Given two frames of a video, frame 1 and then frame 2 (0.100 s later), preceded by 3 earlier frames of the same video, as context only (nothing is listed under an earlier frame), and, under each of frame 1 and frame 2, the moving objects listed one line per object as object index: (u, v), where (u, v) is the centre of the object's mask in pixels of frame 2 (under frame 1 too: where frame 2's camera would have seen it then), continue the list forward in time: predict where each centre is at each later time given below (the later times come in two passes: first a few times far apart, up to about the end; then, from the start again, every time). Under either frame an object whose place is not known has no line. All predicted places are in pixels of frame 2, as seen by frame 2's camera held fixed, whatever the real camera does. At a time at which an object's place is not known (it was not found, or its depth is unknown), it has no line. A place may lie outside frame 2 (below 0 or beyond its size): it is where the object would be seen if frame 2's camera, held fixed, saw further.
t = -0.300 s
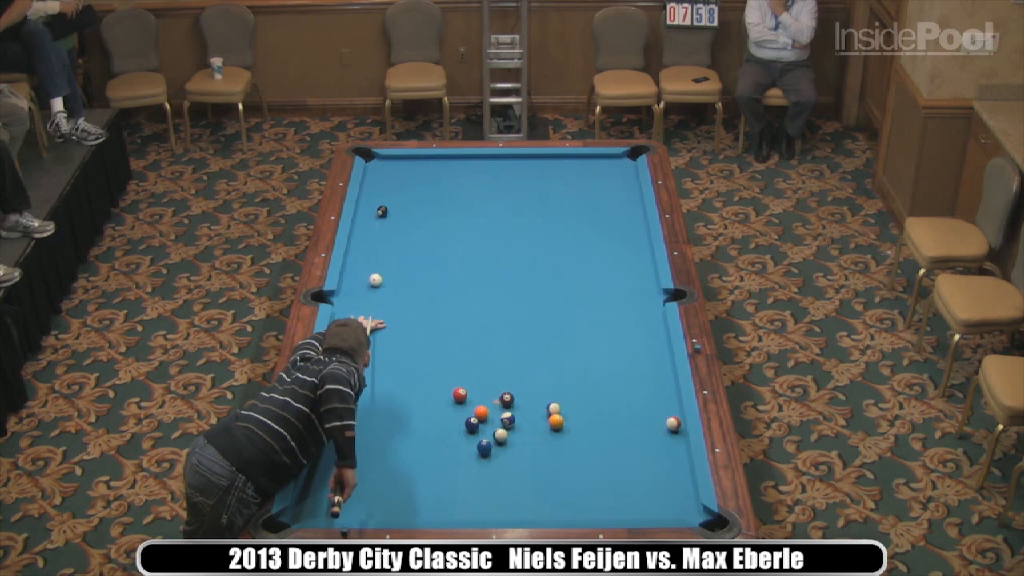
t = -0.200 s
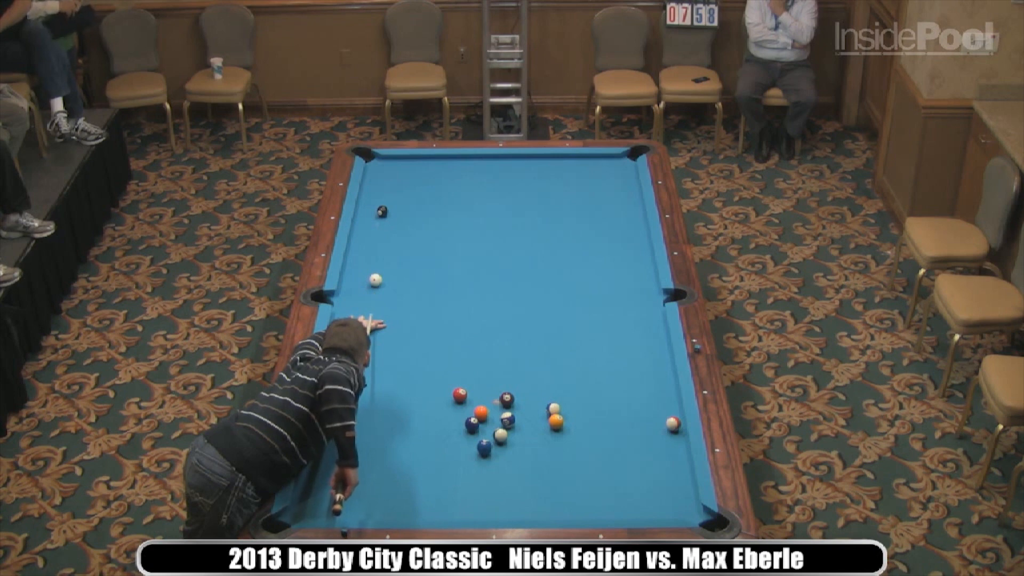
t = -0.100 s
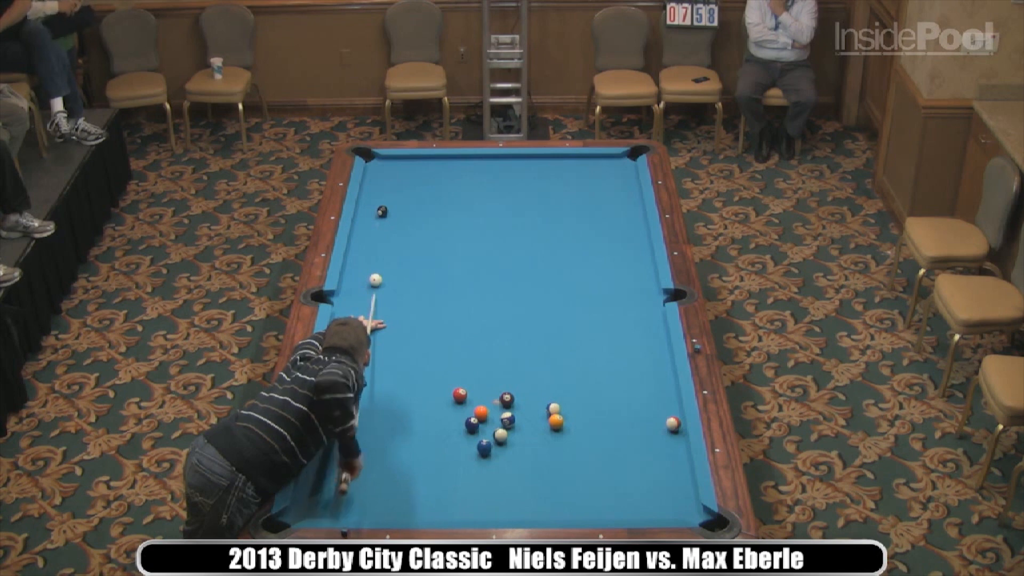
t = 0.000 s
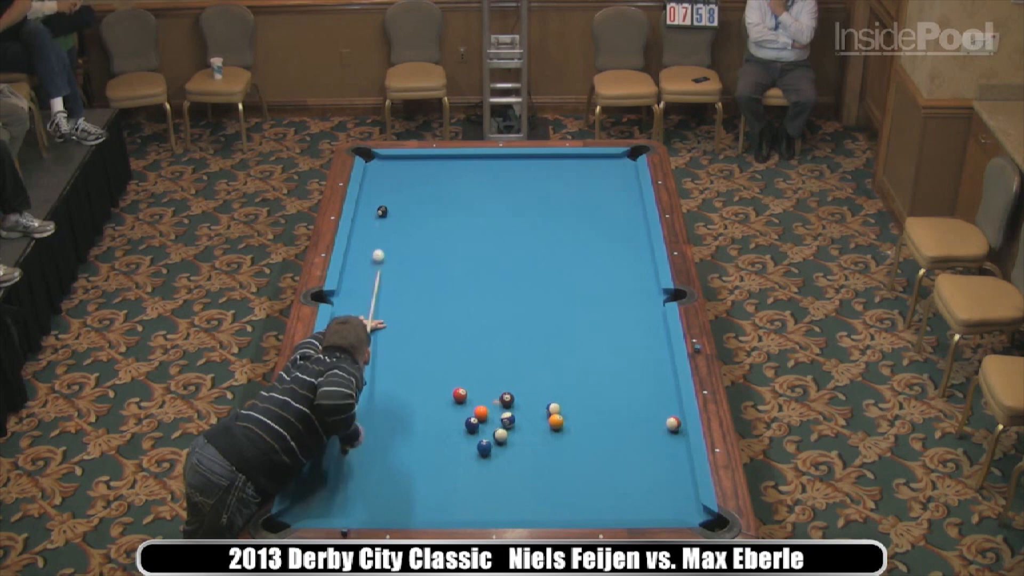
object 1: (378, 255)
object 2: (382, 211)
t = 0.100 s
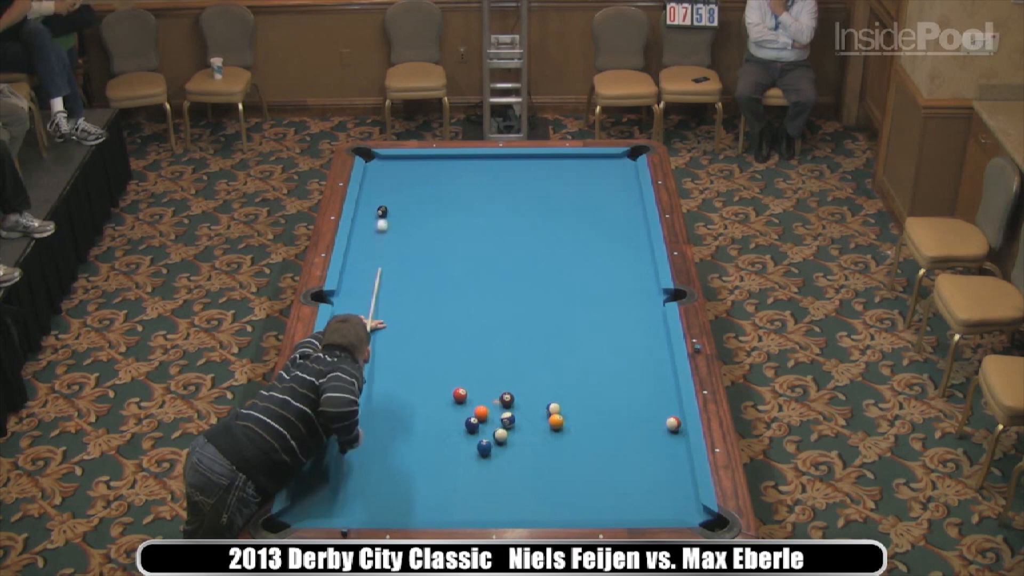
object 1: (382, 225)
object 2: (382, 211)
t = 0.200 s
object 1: (386, 216)
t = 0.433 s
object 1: (395, 222)
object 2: (368, 157)
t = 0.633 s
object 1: (402, 228)
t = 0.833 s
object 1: (408, 234)
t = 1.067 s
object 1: (416, 241)
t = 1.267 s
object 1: (421, 246)
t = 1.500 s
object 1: (428, 252)
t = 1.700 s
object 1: (434, 257)
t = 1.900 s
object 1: (439, 262)
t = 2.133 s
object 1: (445, 267)
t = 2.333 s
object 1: (449, 271)
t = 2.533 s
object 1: (453, 274)
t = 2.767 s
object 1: (458, 278)
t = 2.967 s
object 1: (462, 281)
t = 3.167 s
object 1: (465, 284)
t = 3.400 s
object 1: (468, 287)
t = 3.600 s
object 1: (470, 289)
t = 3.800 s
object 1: (473, 291)
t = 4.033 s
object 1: (475, 293)
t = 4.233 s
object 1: (476, 294)
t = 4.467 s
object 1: (477, 295)
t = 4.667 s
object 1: (477, 295)
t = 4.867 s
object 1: (477, 295)
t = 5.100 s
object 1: (477, 295)
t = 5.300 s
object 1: (477, 295)
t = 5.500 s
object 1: (477, 295)
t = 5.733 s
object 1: (477, 295)
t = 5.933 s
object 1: (477, 295)
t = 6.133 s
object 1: (477, 295)
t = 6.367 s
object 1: (477, 295)
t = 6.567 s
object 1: (477, 295)
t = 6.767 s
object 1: (477, 295)
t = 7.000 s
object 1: (477, 295)
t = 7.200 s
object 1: (477, 295)
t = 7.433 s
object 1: (477, 295)
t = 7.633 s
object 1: (477, 295)
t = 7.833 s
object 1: (477, 295)
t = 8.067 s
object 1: (477, 295)
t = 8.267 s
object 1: (477, 295)
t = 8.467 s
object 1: (477, 295)
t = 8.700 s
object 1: (477, 295)
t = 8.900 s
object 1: (477, 295)
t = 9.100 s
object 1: (477, 295)
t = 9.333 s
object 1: (477, 295)
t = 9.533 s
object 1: (477, 295)
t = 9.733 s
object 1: (477, 295)
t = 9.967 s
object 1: (477, 295)
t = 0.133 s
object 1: (383, 217)
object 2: (382, 208)
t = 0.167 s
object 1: (384, 216)
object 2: (381, 203)
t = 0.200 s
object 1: (386, 216)
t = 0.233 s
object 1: (388, 217)
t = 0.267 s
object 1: (389, 217)
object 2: (379, 181)
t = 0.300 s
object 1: (390, 218)
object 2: (379, 174)
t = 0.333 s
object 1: (392, 219)
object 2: (378, 168)
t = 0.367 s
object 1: (393, 220)
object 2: (377, 163)
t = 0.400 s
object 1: (394, 221)
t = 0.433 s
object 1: (395, 222)
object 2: (368, 157)
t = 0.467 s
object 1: (396, 223)
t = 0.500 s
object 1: (397, 224)
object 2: (367, 157)
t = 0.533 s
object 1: (398, 225)
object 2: (367, 159)
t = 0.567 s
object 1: (400, 226)
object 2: (367, 161)
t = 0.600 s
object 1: (401, 227)
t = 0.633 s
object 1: (402, 228)
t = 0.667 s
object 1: (403, 229)
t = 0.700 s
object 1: (404, 230)
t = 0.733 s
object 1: (405, 231)
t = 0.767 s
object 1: (406, 232)
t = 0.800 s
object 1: (407, 233)
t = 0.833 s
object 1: (408, 234)
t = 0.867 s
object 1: (409, 235)
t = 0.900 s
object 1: (410, 236)
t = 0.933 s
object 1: (411, 237)
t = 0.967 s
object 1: (412, 238)
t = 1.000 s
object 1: (413, 239)
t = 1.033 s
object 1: (415, 240)
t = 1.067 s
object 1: (416, 241)
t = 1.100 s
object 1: (417, 242)
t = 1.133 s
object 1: (418, 243)
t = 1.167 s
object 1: (419, 243)
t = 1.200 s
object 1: (420, 244)
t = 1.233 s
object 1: (421, 245)
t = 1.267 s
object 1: (421, 246)
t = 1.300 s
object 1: (423, 247)
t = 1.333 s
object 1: (424, 248)
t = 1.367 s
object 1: (425, 249)
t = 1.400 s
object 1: (425, 250)
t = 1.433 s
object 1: (426, 250)
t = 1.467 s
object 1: (427, 251)
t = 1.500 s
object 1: (428, 252)
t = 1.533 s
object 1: (429, 253)
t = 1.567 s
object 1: (430, 254)
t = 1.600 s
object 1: (431, 255)
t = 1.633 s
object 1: (432, 256)
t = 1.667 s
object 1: (433, 256)
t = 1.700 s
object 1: (434, 257)
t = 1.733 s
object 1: (435, 258)
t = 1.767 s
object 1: (435, 259)
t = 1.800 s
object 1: (437, 259)
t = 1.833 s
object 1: (437, 260)
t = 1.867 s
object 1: (438, 261)
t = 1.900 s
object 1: (439, 262)
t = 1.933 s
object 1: (440, 263)
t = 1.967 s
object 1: (441, 263)
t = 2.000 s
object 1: (441, 264)
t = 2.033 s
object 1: (442, 265)
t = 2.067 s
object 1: (443, 266)
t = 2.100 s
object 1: (444, 266)
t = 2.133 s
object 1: (445, 267)
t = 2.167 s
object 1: (446, 267)
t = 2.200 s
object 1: (446, 268)
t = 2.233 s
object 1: (447, 269)
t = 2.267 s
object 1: (448, 270)
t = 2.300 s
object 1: (449, 270)
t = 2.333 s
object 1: (449, 271)
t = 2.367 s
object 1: (450, 271)
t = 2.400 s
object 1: (450, 272)
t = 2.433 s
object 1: (451, 273)
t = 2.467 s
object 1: (452, 273)
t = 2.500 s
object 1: (453, 274)
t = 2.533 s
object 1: (453, 274)
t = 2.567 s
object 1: (454, 275)
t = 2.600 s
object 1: (455, 275)
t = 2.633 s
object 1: (455, 276)
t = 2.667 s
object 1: (456, 277)
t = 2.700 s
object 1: (457, 277)
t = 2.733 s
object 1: (457, 278)
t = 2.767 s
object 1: (458, 278)
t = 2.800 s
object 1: (459, 279)
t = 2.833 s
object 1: (460, 279)
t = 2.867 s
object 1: (460, 280)
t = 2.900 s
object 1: (461, 280)
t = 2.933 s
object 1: (461, 281)
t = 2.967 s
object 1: (462, 281)
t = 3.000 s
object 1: (462, 282)
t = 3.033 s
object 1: (463, 282)
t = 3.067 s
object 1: (463, 283)
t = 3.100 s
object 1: (464, 283)
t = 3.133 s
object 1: (464, 284)
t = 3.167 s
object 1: (465, 284)
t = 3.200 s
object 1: (465, 285)
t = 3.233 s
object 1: (466, 285)
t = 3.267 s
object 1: (466, 285)
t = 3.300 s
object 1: (467, 286)
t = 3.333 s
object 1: (467, 286)
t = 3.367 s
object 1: (468, 286)
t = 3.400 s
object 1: (468, 287)
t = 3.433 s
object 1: (468, 287)
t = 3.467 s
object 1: (469, 288)
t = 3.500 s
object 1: (469, 288)
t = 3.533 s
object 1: (469, 289)
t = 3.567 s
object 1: (470, 289)
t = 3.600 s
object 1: (470, 289)
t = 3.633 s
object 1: (470, 290)
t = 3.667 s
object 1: (471, 290)
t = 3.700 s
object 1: (471, 290)
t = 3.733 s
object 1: (472, 290)
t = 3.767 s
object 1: (472, 291)
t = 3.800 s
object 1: (473, 291)
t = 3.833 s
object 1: (473, 291)
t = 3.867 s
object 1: (473, 292)
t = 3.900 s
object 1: (473, 292)
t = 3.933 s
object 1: (474, 292)
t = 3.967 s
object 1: (474, 292)
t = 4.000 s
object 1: (474, 292)
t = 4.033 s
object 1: (475, 293)
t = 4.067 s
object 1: (475, 293)
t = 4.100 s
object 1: (475, 293)
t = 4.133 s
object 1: (475, 293)
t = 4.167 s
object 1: (476, 293)
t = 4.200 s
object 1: (476, 294)
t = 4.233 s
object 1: (476, 294)
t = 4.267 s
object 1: (476, 294)
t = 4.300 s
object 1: (476, 294)
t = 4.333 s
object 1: (476, 294)
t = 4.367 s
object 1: (477, 295)
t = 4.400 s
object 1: (477, 295)
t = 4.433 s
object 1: (477, 295)
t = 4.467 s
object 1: (477, 295)
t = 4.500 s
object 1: (477, 295)
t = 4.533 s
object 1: (477, 295)
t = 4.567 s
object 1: (477, 295)
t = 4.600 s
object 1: (477, 295)
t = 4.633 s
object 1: (477, 295)
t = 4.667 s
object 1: (477, 295)
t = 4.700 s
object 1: (477, 295)
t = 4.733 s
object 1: (477, 295)
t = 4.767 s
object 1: (477, 295)
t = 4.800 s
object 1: (477, 295)
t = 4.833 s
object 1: (477, 295)
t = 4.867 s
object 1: (477, 295)
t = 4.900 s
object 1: (477, 295)
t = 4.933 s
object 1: (477, 295)
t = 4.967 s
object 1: (477, 295)
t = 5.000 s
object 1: (477, 295)
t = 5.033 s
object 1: (477, 295)
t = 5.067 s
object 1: (477, 295)
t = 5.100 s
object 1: (477, 295)
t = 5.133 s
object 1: (477, 295)
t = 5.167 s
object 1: (477, 295)
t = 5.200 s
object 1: (477, 295)
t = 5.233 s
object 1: (477, 295)
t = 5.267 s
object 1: (477, 295)
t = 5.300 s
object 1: (477, 295)
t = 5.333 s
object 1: (477, 295)
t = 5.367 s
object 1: (477, 295)
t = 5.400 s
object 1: (477, 295)
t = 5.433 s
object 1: (477, 295)
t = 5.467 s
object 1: (477, 295)
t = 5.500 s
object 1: (477, 295)
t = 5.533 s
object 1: (477, 295)
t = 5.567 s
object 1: (477, 295)
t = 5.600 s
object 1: (477, 295)
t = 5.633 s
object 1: (477, 295)
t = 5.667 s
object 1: (477, 295)
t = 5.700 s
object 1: (477, 295)
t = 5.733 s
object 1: (477, 295)
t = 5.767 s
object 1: (477, 295)
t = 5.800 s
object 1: (477, 295)
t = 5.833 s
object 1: (477, 295)
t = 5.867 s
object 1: (477, 295)
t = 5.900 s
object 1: (477, 295)
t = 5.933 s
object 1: (477, 295)
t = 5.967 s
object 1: (477, 295)
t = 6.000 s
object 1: (477, 295)
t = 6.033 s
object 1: (477, 295)
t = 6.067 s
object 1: (477, 295)
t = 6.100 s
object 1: (477, 295)
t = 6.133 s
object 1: (477, 295)
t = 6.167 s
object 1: (477, 295)
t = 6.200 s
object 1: (477, 295)
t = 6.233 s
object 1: (477, 295)
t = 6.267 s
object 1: (477, 295)
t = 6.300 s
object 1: (477, 295)
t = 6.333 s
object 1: (477, 295)
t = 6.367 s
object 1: (477, 295)
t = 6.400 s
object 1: (477, 295)
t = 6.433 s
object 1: (477, 295)
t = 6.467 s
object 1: (477, 295)
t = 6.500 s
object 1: (477, 295)
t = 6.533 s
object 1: (477, 295)
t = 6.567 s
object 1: (477, 295)
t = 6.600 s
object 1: (477, 295)
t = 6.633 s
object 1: (477, 295)
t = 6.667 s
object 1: (477, 295)
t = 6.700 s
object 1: (477, 295)
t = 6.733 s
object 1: (477, 295)
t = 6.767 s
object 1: (477, 295)
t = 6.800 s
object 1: (477, 295)
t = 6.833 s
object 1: (477, 295)
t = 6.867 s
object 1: (477, 295)
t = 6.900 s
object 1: (477, 295)
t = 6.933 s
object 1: (477, 295)
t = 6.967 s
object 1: (477, 295)
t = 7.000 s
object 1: (477, 295)
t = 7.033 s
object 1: (477, 295)
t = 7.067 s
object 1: (477, 295)
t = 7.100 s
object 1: (477, 295)
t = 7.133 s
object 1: (477, 295)
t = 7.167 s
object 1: (477, 295)
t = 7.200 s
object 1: (477, 295)
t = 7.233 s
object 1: (477, 295)
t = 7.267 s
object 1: (477, 295)
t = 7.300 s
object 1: (477, 295)
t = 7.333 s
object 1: (477, 295)
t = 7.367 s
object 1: (477, 295)
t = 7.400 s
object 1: (477, 295)
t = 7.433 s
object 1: (477, 295)
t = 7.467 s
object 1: (477, 295)
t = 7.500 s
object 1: (477, 295)
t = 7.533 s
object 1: (477, 295)
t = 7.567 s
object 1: (477, 295)
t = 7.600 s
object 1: (477, 295)
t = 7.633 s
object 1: (477, 295)
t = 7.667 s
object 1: (477, 295)
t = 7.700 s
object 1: (477, 295)
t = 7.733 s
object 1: (477, 295)
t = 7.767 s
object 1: (477, 295)
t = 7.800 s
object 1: (477, 295)
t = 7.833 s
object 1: (477, 295)
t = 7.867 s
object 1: (477, 295)
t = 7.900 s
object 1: (477, 295)
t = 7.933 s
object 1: (477, 295)
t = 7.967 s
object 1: (477, 295)
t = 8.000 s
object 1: (477, 295)
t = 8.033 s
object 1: (477, 295)
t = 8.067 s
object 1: (477, 295)
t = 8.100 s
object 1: (477, 295)
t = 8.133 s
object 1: (477, 295)
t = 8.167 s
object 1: (477, 295)
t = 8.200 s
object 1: (477, 295)
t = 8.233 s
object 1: (477, 295)
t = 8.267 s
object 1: (477, 295)
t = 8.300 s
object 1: (477, 295)
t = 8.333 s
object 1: (477, 295)
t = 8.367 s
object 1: (477, 295)
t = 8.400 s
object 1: (477, 295)
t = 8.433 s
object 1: (477, 295)
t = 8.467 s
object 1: (477, 295)
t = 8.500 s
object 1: (477, 295)
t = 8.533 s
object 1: (477, 295)
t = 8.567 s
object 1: (477, 295)
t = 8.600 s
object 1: (477, 295)
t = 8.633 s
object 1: (477, 295)
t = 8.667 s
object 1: (477, 295)
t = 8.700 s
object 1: (477, 295)
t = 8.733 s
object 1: (477, 295)
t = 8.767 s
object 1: (477, 295)
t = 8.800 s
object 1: (477, 295)
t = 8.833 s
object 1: (477, 295)
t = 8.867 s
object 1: (477, 295)
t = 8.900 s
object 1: (477, 295)
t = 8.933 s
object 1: (477, 295)
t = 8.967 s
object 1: (477, 295)
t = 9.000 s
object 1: (477, 295)
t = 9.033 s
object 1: (477, 295)
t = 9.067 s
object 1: (477, 295)
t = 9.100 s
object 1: (477, 295)
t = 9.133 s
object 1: (477, 295)
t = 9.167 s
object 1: (477, 295)
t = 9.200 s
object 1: (477, 295)
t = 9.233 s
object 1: (477, 295)
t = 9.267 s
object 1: (477, 295)
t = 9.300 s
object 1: (477, 295)
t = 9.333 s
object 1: (477, 295)
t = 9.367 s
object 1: (477, 295)
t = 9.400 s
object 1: (477, 295)
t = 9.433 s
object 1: (477, 295)
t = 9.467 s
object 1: (477, 295)
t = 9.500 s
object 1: (477, 295)
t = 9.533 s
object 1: (477, 295)
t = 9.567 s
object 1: (477, 295)
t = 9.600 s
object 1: (477, 295)
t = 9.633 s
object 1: (477, 295)
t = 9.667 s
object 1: (477, 295)
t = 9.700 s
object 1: (477, 295)
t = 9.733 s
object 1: (477, 295)
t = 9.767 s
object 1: (477, 295)
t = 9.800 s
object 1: (477, 295)
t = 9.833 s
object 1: (477, 295)
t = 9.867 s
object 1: (477, 295)
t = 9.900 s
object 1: (477, 295)
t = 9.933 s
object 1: (477, 295)
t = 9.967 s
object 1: (477, 295)
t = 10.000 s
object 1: (477, 295)
